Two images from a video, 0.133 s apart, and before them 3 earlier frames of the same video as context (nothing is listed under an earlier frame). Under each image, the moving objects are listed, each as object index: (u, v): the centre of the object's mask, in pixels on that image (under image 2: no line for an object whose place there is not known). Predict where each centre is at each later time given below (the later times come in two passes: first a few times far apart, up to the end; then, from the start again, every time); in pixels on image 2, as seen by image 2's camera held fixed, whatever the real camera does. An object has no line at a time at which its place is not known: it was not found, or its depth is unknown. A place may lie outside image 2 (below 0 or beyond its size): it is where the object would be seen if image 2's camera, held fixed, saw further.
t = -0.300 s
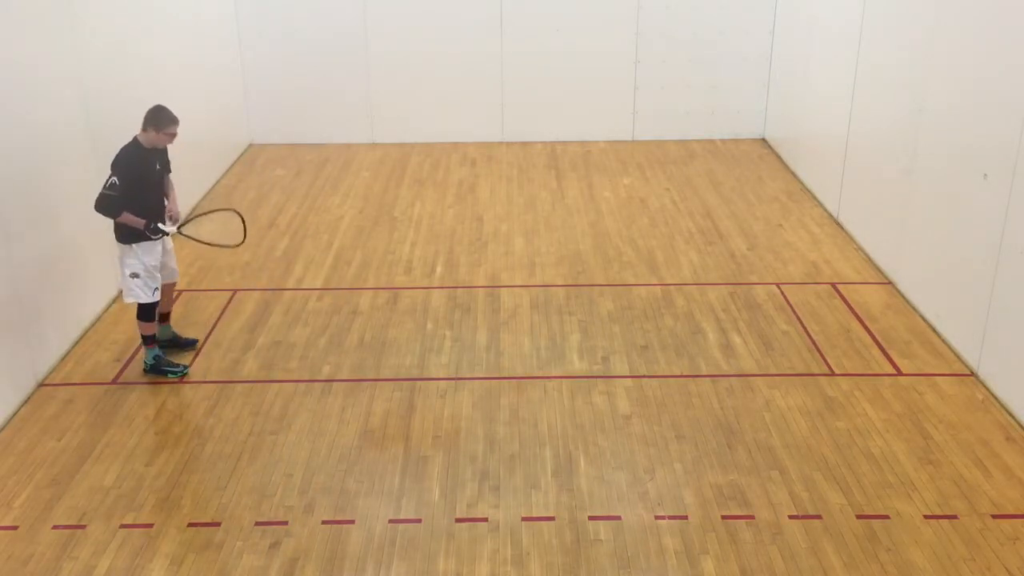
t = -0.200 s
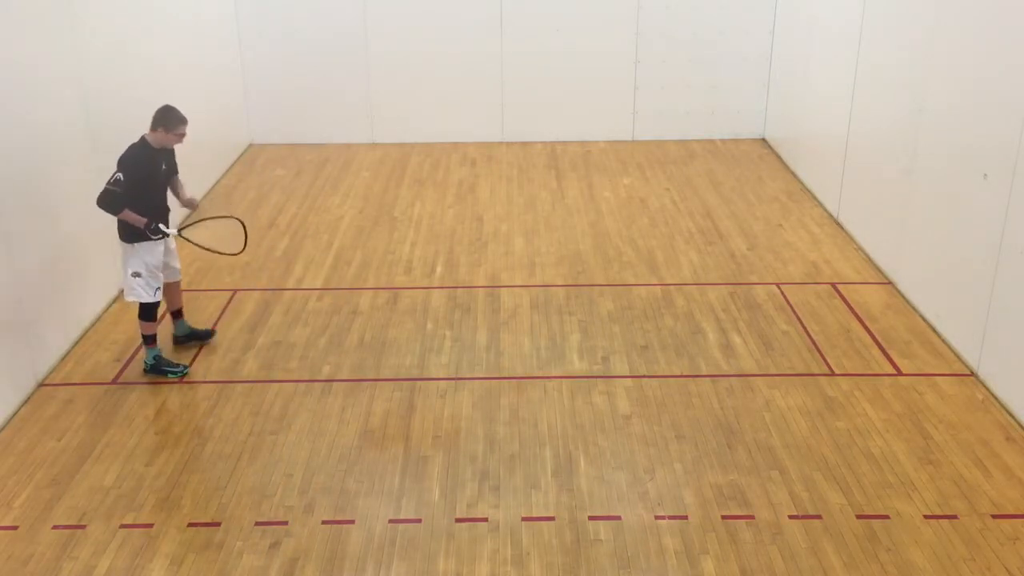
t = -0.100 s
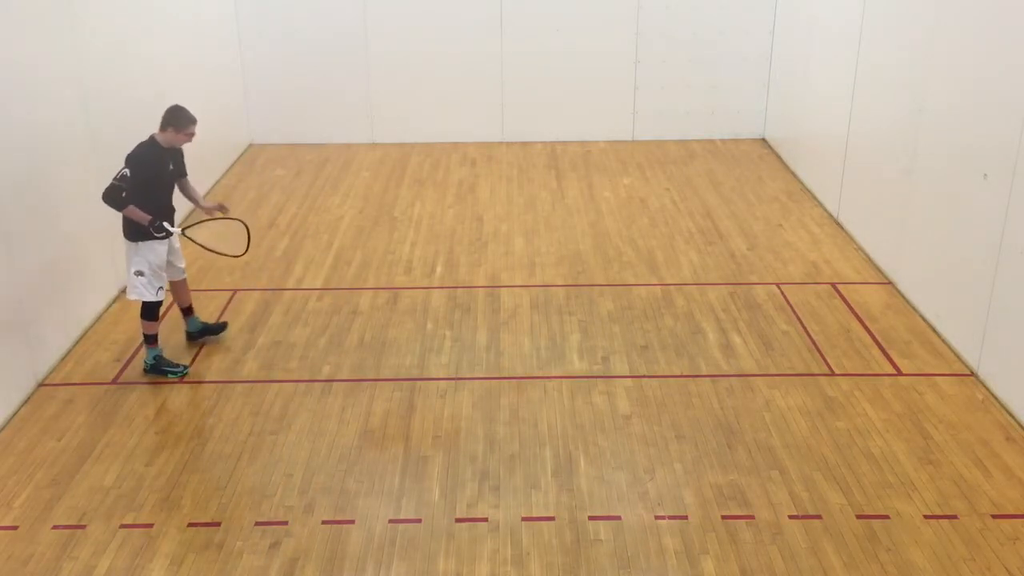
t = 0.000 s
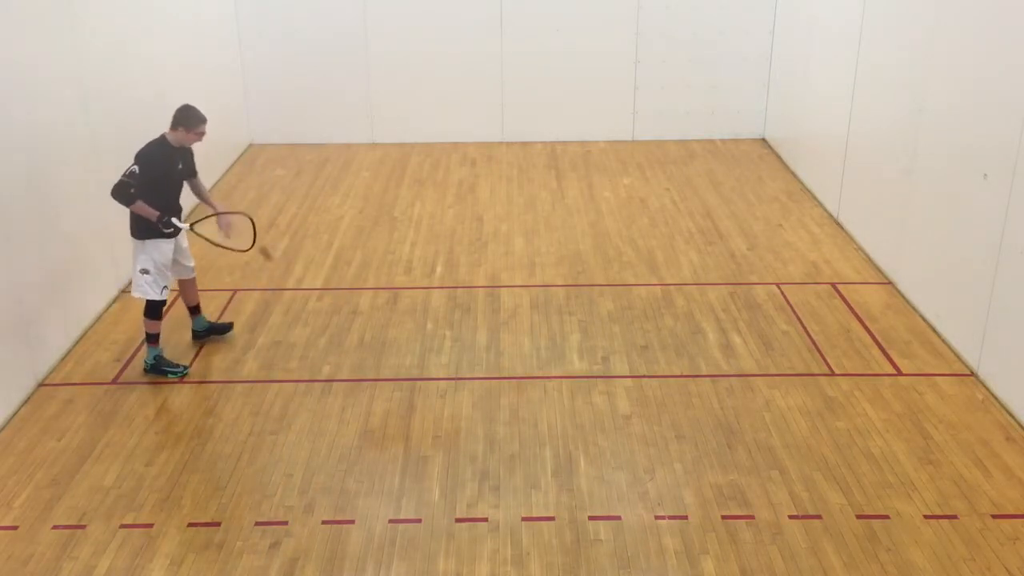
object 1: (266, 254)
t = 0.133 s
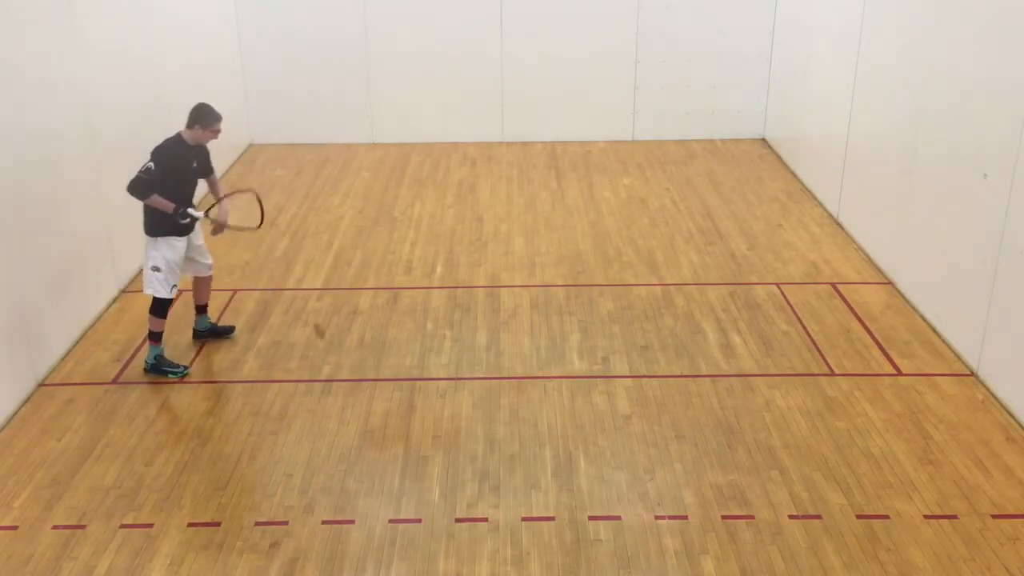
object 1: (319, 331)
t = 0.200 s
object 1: (332, 324)
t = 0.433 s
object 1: (359, 211)
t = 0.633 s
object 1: (386, 171)
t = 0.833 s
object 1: (416, 187)
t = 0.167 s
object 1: (330, 346)
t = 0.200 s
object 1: (332, 324)
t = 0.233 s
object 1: (336, 304)
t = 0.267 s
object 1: (340, 284)
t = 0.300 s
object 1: (344, 267)
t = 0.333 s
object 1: (347, 251)
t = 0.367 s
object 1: (351, 236)
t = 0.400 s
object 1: (355, 223)
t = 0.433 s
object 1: (359, 211)
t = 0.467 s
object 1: (364, 200)
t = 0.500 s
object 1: (368, 192)
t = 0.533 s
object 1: (372, 184)
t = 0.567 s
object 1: (377, 178)
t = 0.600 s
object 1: (381, 174)
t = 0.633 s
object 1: (386, 171)
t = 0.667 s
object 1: (391, 170)
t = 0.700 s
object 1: (396, 170)
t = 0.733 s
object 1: (401, 172)
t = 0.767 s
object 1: (406, 176)
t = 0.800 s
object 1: (411, 181)
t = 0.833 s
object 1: (416, 187)
